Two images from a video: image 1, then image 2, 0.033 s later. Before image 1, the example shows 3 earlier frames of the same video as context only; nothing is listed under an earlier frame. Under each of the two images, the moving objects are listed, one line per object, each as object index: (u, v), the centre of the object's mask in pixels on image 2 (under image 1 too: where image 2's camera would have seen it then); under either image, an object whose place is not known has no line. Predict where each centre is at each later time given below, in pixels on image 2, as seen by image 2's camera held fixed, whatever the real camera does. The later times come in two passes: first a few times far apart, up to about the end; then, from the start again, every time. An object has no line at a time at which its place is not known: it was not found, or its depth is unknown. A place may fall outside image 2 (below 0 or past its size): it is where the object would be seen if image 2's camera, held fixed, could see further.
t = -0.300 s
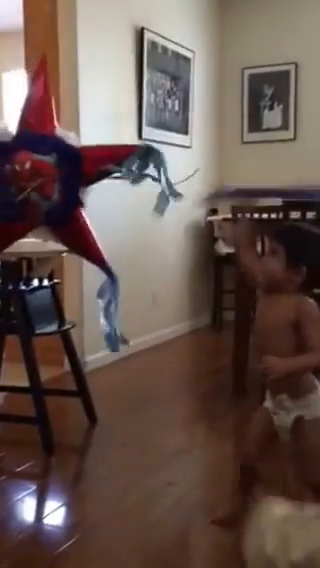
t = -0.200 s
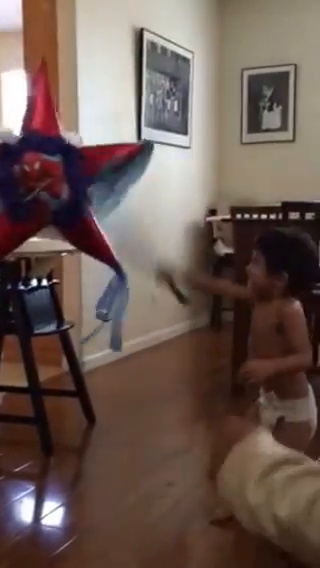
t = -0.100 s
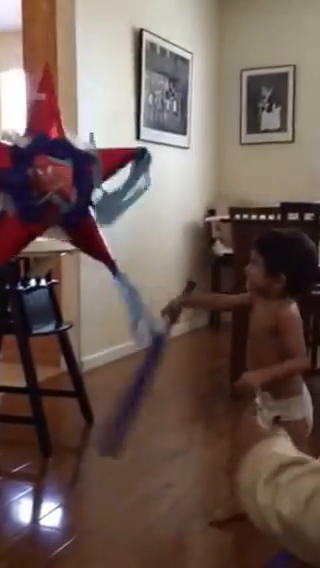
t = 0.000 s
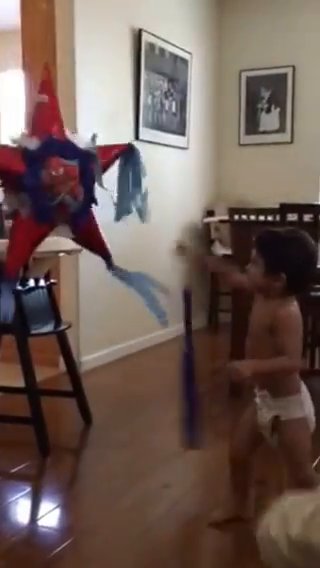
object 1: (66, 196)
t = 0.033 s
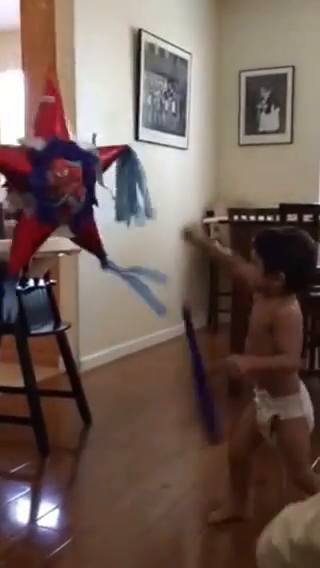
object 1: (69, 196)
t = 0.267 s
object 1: (73, 190)
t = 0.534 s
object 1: (95, 194)
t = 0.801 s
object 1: (116, 189)
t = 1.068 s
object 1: (131, 189)
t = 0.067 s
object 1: (69, 195)
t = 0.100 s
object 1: (70, 193)
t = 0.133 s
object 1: (72, 188)
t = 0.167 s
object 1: (72, 189)
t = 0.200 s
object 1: (72, 188)
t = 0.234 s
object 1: (70, 189)
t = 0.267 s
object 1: (73, 190)
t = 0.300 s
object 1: (71, 190)
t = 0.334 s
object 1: (71, 189)
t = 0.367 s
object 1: (76, 189)
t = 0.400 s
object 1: (82, 191)
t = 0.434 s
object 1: (82, 193)
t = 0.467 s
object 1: (87, 192)
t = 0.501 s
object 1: (91, 193)
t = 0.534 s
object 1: (95, 194)
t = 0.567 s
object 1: (98, 193)
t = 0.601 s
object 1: (102, 194)
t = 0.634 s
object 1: (105, 193)
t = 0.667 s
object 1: (106, 192)
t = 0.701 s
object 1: (108, 192)
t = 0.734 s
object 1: (111, 192)
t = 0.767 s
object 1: (114, 190)
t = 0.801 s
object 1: (116, 189)
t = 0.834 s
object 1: (121, 183)
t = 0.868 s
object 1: (123, 184)
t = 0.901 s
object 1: (123, 185)
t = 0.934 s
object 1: (125, 186)
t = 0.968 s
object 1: (127, 185)
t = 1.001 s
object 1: (128, 187)
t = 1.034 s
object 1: (129, 189)
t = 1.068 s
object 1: (131, 189)
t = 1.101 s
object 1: (132, 188)
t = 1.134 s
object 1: (133, 188)
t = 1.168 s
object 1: (133, 187)
